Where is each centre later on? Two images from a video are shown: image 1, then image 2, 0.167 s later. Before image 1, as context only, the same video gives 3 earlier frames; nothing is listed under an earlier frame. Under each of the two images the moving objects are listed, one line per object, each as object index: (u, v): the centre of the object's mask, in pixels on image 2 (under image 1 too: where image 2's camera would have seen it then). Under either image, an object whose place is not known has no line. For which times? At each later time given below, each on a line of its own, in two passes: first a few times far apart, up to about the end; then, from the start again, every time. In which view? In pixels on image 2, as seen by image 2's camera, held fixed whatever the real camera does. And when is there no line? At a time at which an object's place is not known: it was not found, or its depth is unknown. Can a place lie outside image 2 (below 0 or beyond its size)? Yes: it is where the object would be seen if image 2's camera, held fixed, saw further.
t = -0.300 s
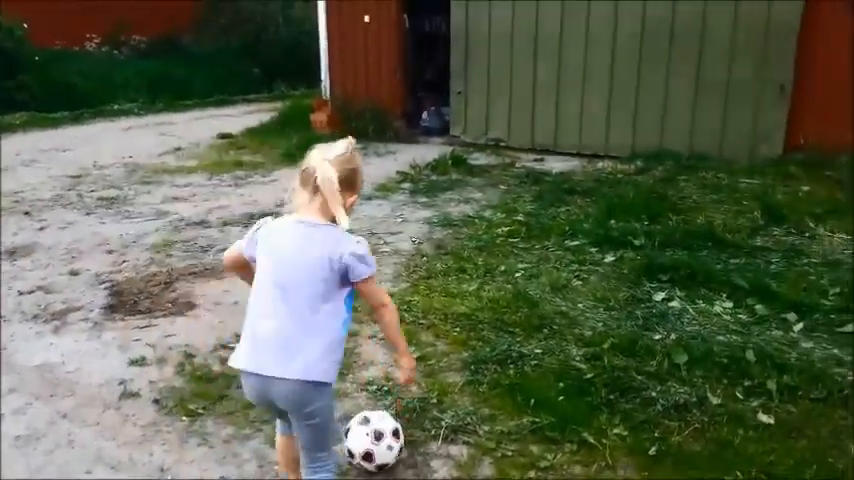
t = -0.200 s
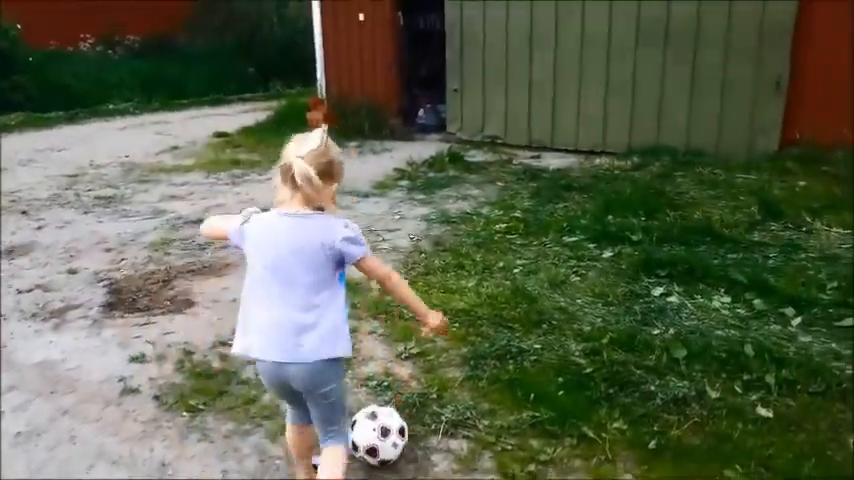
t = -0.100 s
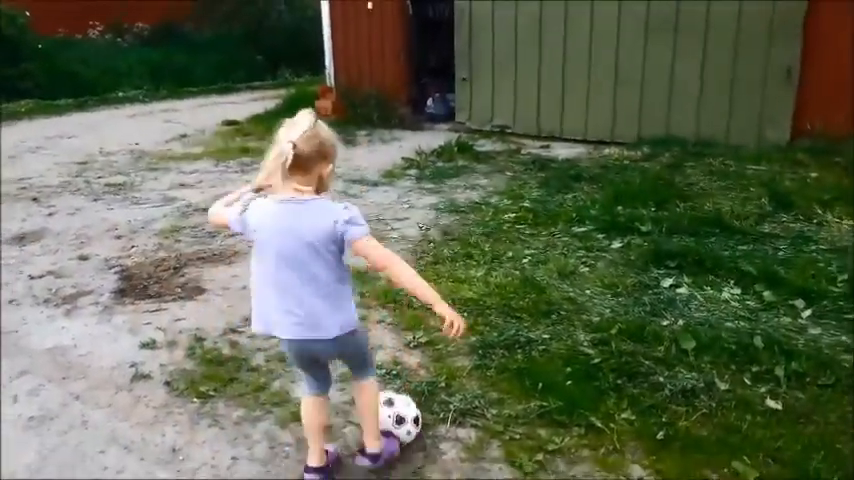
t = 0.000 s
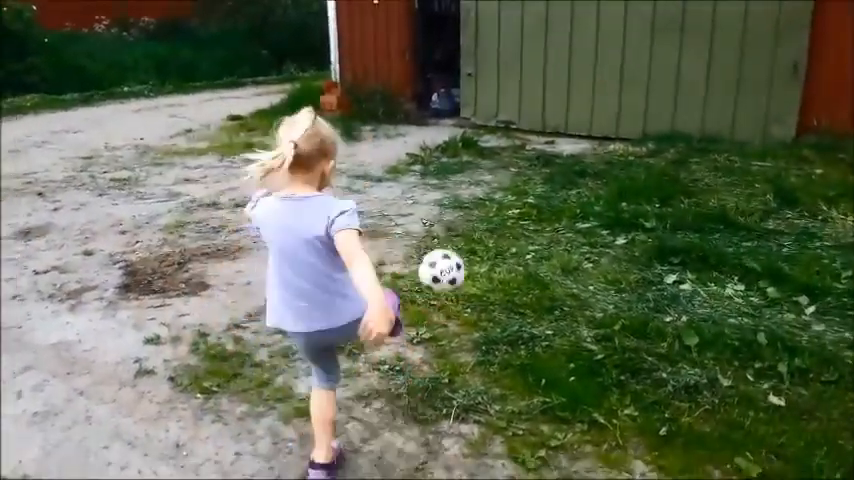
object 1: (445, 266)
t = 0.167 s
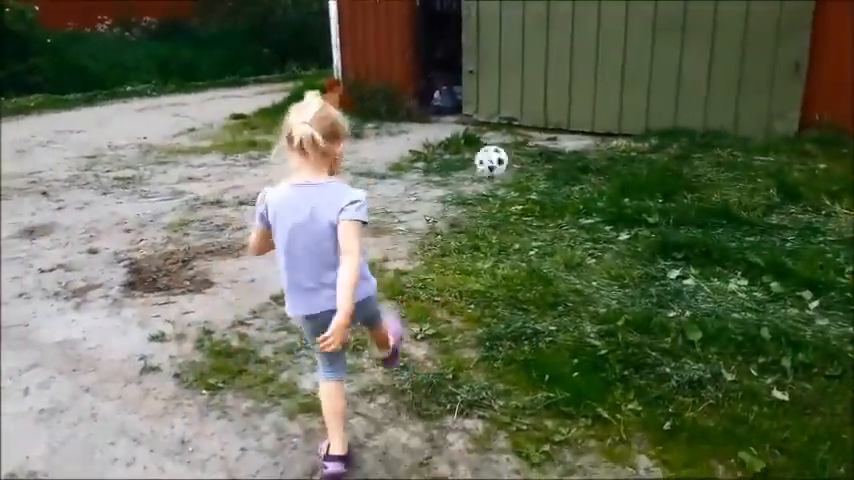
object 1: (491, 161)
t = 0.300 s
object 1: (512, 141)
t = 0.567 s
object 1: (533, 141)
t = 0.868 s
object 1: (546, 119)
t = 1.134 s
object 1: (554, 105)
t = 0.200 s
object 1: (497, 152)
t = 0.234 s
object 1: (503, 146)
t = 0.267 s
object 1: (507, 142)
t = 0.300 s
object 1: (512, 141)
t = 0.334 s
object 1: (516, 141)
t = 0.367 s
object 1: (518, 142)
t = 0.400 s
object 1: (522, 144)
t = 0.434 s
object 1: (524, 148)
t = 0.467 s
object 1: (527, 152)
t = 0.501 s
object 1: (529, 157)
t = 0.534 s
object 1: (531, 151)
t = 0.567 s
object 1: (533, 141)
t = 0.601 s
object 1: (535, 134)
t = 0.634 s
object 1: (539, 122)
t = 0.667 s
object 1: (540, 119)
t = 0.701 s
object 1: (541, 115)
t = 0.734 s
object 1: (542, 114)
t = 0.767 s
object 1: (544, 114)
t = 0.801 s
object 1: (544, 115)
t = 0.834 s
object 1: (545, 116)
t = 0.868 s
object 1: (546, 119)
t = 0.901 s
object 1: (547, 123)
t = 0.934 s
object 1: (547, 128)
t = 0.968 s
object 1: (549, 122)
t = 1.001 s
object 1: (550, 117)
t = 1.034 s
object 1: (552, 112)
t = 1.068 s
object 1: (553, 109)
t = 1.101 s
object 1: (554, 107)
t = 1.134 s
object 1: (554, 105)
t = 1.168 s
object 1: (551, 103)
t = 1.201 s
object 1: (547, 102)
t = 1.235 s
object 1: (545, 101)
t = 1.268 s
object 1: (542, 102)
